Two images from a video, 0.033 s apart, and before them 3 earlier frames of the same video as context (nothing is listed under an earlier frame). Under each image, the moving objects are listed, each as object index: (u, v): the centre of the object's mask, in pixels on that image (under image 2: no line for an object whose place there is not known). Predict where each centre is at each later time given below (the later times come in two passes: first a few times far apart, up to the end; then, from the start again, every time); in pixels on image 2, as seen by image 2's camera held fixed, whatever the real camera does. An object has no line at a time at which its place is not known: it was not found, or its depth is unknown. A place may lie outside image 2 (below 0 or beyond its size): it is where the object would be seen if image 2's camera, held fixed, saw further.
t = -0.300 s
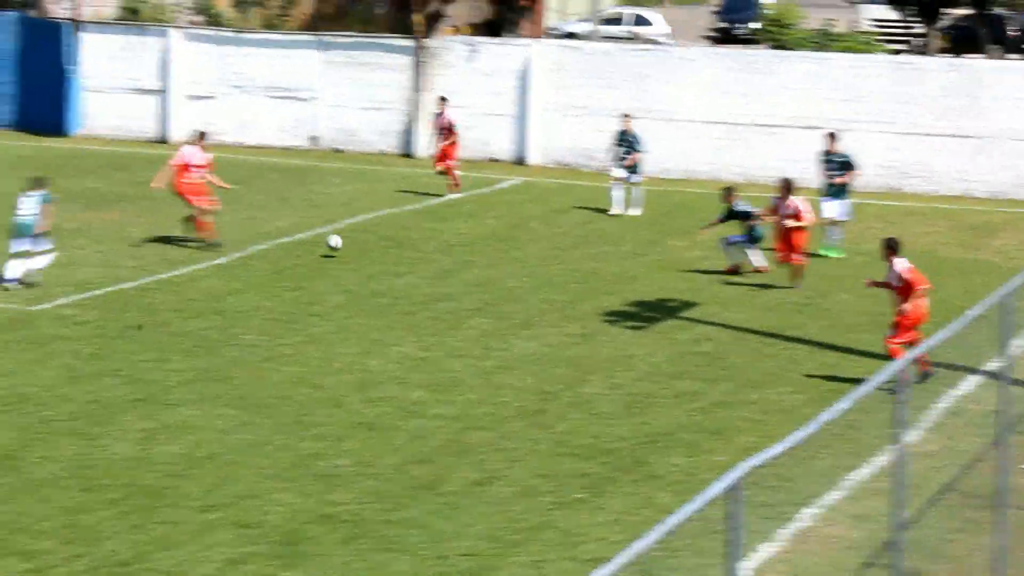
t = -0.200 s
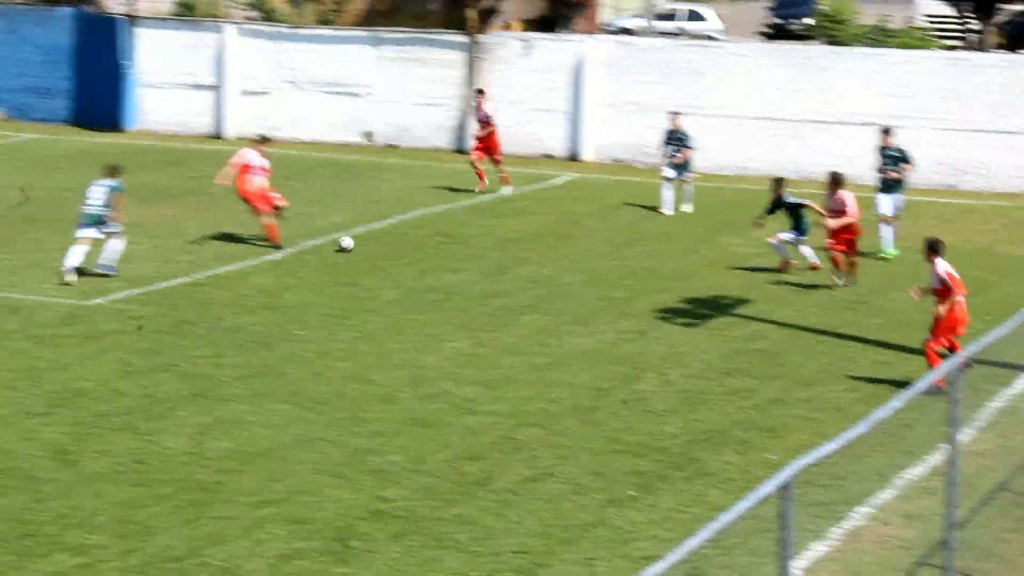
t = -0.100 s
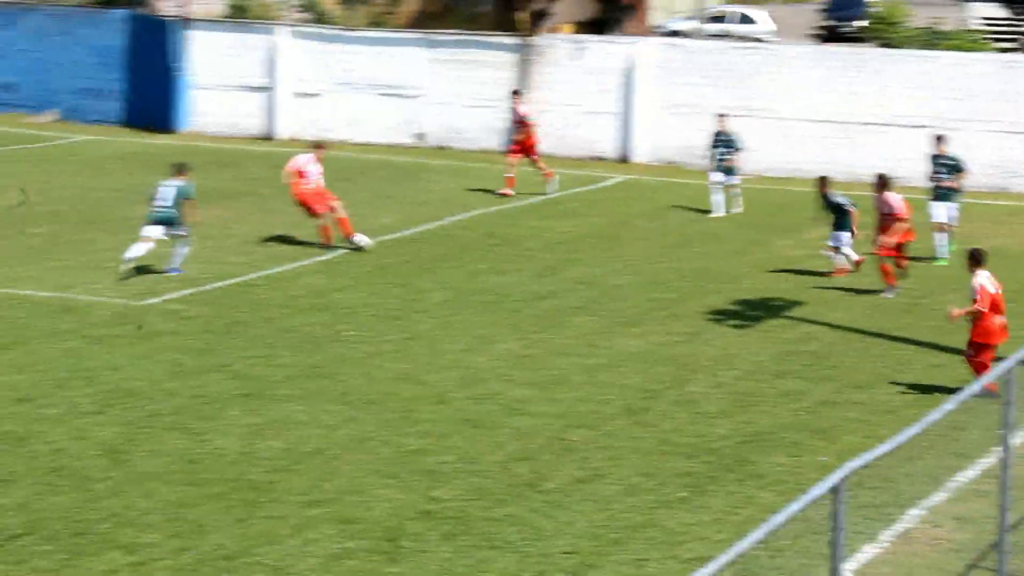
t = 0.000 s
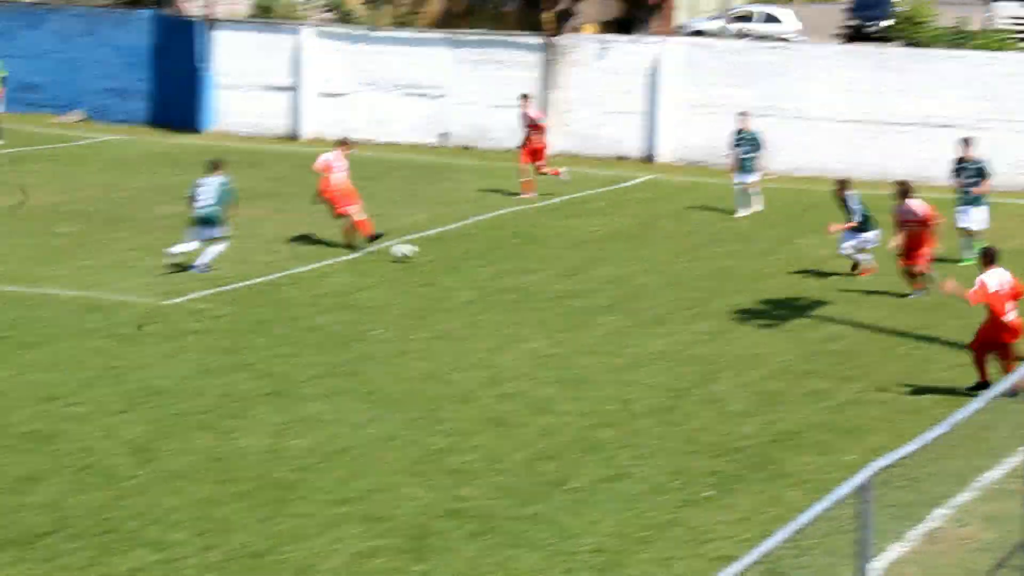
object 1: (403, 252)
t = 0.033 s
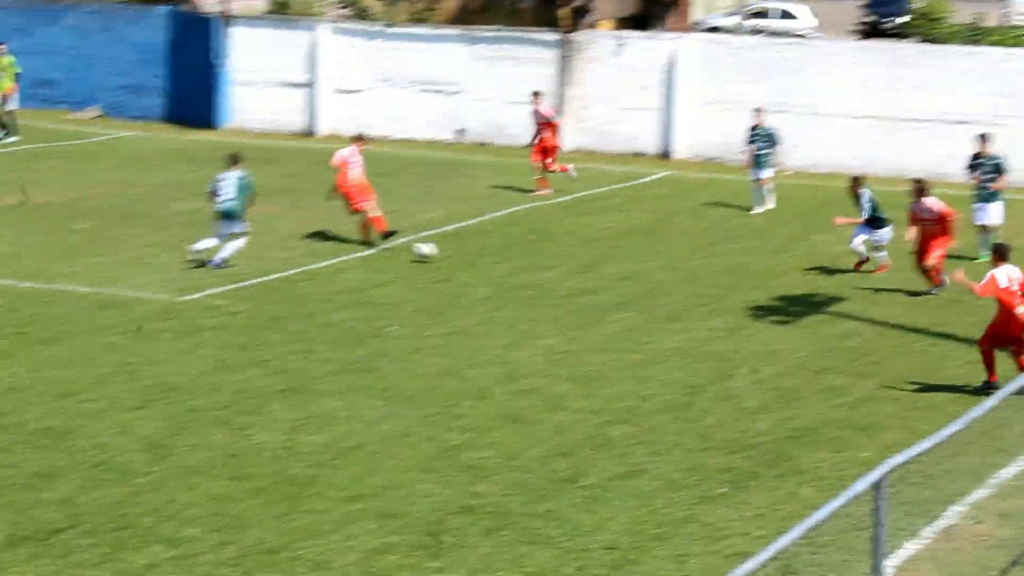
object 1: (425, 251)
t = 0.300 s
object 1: (467, 277)
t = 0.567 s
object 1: (504, 293)
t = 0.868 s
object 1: (550, 330)
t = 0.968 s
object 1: (566, 338)
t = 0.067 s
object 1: (431, 255)
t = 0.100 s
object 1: (437, 260)
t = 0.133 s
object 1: (444, 266)
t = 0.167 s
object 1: (449, 270)
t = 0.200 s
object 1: (453, 272)
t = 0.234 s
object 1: (457, 273)
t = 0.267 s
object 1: (462, 274)
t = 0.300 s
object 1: (467, 277)
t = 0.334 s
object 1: (471, 281)
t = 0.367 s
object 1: (475, 285)
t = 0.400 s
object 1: (479, 289)
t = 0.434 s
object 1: (485, 289)
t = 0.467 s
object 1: (489, 288)
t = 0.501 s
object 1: (495, 289)
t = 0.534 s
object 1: (500, 290)
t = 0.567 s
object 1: (504, 293)
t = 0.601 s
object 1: (510, 297)
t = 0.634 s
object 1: (515, 301)
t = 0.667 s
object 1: (520, 308)
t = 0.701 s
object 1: (525, 314)
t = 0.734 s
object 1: (530, 317)
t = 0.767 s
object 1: (535, 319)
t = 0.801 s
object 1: (540, 323)
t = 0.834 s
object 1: (545, 326)
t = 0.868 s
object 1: (550, 330)
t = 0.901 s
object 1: (556, 334)
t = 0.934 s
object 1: (560, 336)
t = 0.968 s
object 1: (566, 338)
